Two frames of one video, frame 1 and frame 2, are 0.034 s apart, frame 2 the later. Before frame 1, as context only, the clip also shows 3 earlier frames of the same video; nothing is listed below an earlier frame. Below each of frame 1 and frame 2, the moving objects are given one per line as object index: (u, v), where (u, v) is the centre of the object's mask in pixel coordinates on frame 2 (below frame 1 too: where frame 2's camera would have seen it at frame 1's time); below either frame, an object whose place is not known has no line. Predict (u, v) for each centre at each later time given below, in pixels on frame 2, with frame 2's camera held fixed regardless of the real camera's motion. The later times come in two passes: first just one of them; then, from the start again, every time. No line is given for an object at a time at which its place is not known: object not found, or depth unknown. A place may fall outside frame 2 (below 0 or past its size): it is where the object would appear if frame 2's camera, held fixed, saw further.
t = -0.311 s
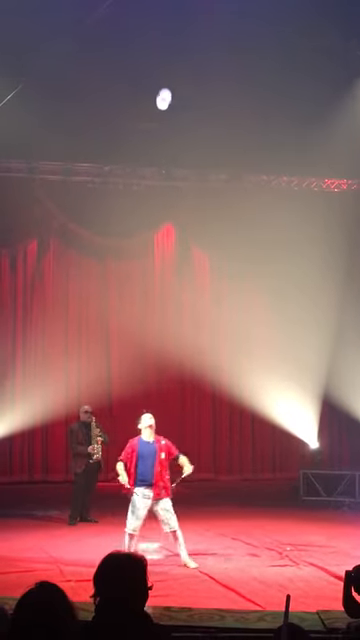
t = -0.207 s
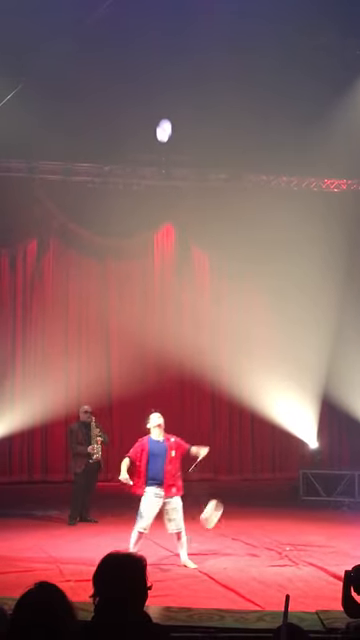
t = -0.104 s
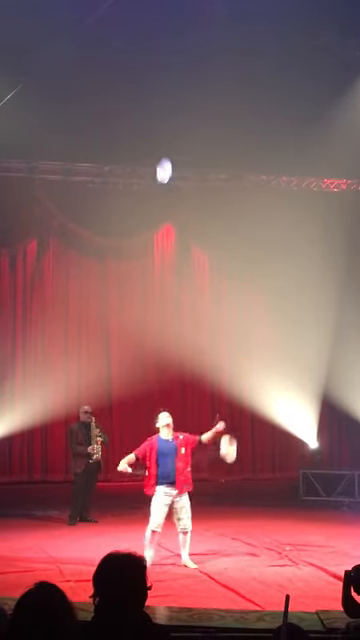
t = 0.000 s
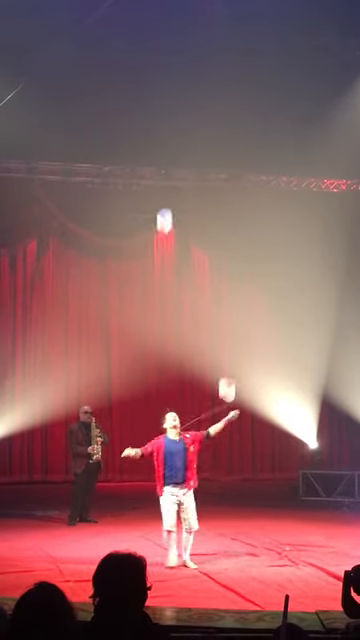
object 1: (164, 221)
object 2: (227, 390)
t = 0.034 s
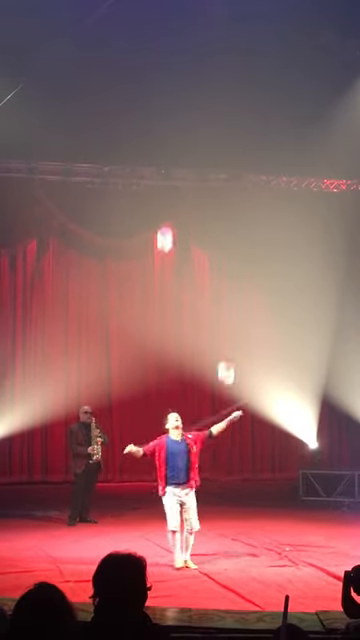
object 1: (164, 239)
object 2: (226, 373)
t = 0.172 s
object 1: (164, 324)
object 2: (223, 316)
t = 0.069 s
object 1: (164, 259)
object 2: (225, 357)
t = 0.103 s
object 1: (164, 280)
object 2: (224, 342)
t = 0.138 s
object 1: (164, 302)
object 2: (224, 329)
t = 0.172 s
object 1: (164, 324)
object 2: (223, 316)
